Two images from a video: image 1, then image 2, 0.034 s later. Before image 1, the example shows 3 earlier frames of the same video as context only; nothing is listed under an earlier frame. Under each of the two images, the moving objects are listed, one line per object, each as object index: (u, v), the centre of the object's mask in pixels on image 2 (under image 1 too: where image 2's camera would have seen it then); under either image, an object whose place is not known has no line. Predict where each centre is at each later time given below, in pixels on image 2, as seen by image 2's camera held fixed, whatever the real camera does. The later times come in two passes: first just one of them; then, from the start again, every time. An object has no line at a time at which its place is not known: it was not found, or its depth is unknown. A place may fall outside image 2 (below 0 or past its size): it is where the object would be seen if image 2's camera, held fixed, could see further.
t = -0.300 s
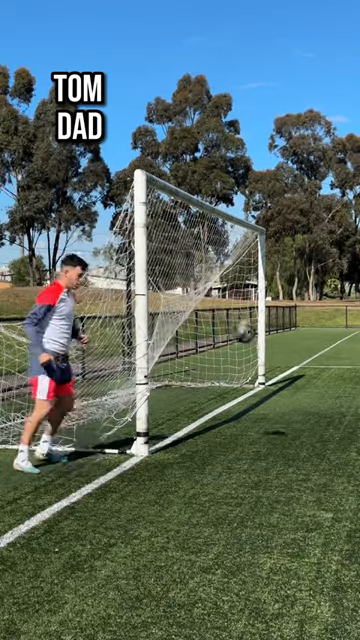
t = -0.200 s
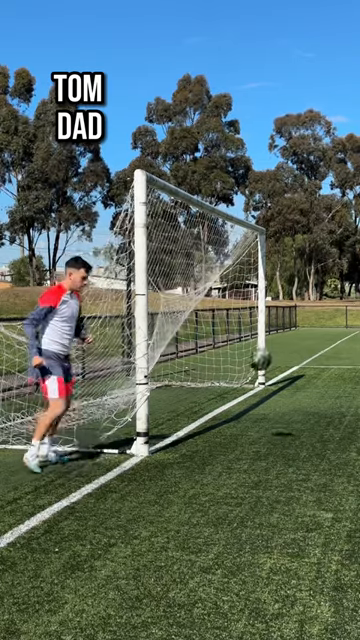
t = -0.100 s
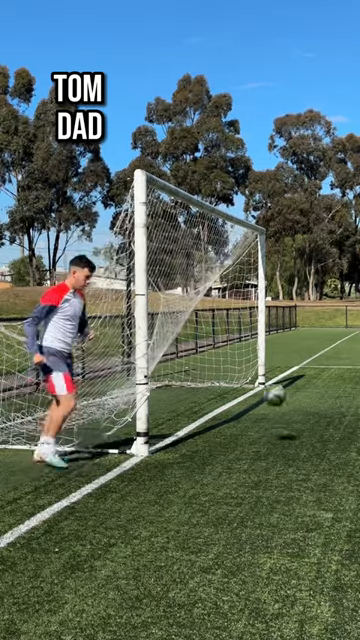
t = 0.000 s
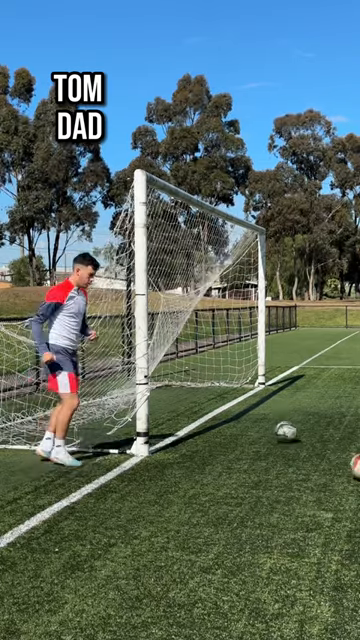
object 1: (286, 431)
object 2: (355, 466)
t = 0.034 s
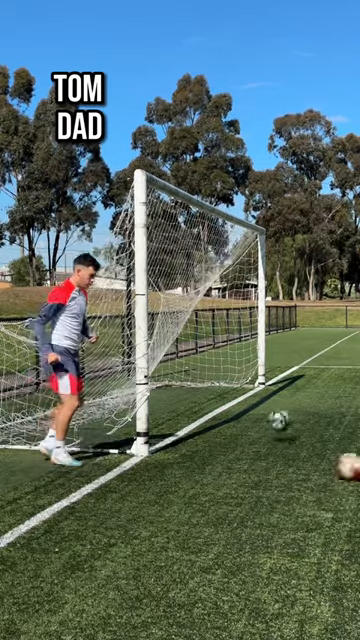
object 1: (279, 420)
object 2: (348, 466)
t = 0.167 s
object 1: (256, 384)
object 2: (297, 462)
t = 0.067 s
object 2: (336, 464)
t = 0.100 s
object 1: (267, 400)
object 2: (323, 463)
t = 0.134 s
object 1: (260, 389)
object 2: (310, 463)
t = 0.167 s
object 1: (256, 384)
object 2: (297, 462)
